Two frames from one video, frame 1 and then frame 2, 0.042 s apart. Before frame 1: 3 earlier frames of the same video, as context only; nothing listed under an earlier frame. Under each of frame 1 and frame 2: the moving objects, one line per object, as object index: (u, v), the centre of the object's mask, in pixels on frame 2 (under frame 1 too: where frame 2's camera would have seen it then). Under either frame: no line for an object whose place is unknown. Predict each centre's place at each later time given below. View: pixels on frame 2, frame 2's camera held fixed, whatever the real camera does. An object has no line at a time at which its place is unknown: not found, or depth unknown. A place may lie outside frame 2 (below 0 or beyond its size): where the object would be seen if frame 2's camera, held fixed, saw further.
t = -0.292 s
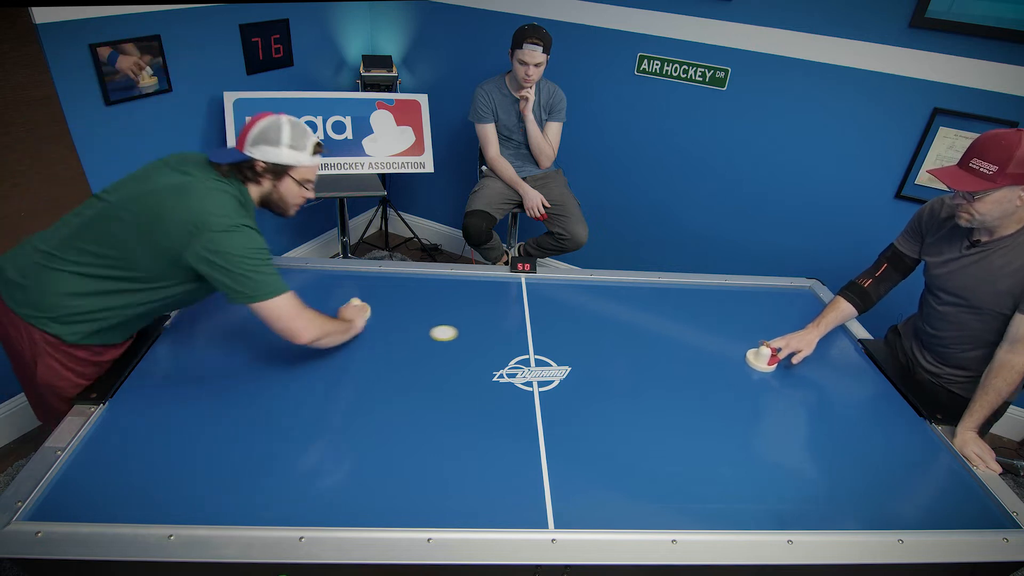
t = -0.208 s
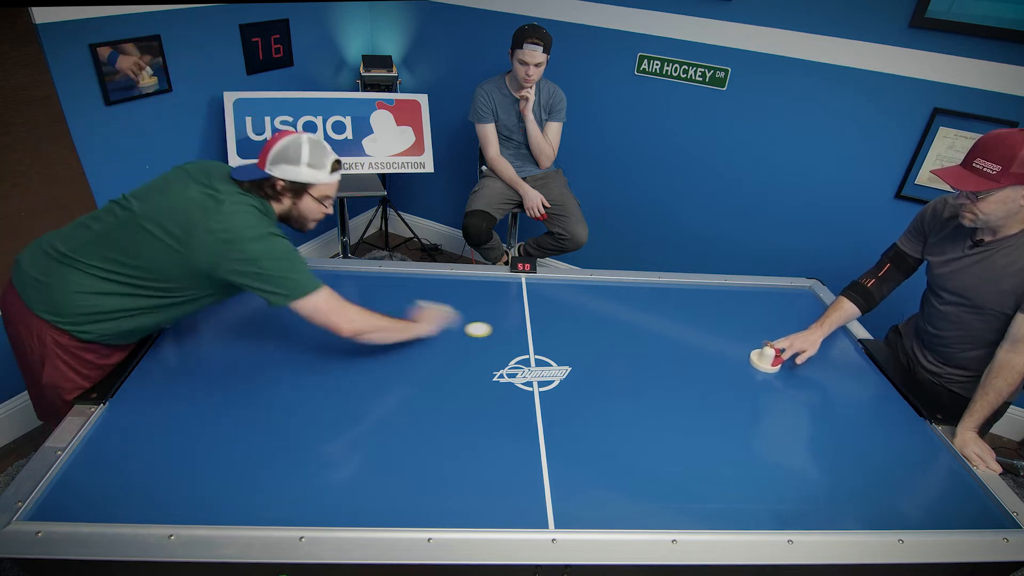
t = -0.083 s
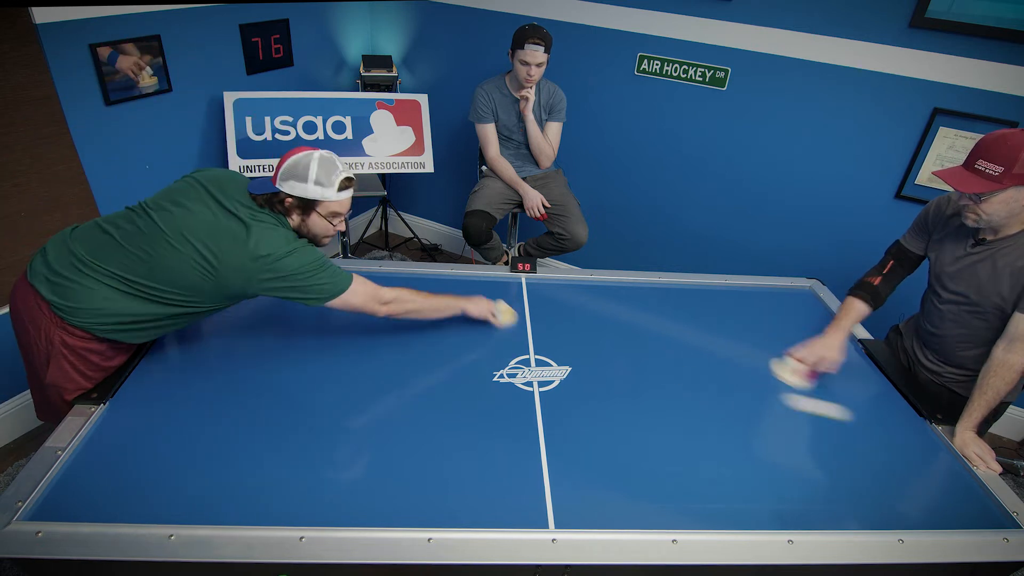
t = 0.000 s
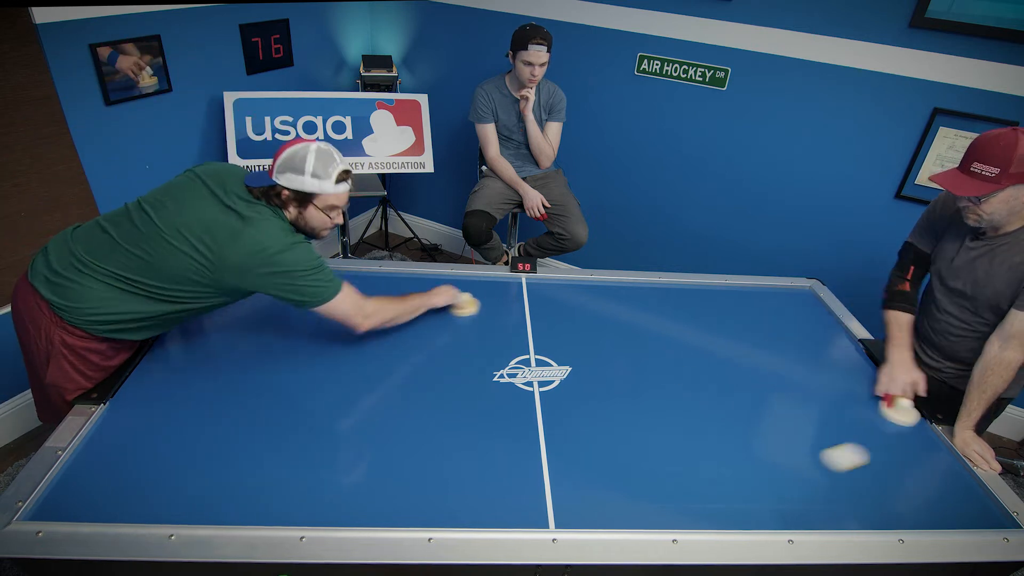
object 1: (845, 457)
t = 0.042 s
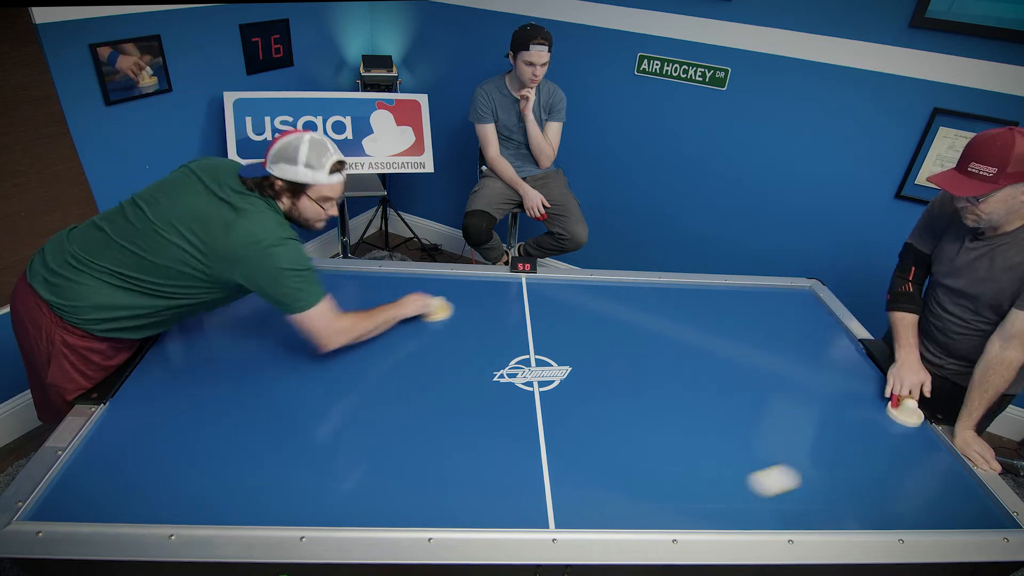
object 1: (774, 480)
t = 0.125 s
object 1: (604, 504)
